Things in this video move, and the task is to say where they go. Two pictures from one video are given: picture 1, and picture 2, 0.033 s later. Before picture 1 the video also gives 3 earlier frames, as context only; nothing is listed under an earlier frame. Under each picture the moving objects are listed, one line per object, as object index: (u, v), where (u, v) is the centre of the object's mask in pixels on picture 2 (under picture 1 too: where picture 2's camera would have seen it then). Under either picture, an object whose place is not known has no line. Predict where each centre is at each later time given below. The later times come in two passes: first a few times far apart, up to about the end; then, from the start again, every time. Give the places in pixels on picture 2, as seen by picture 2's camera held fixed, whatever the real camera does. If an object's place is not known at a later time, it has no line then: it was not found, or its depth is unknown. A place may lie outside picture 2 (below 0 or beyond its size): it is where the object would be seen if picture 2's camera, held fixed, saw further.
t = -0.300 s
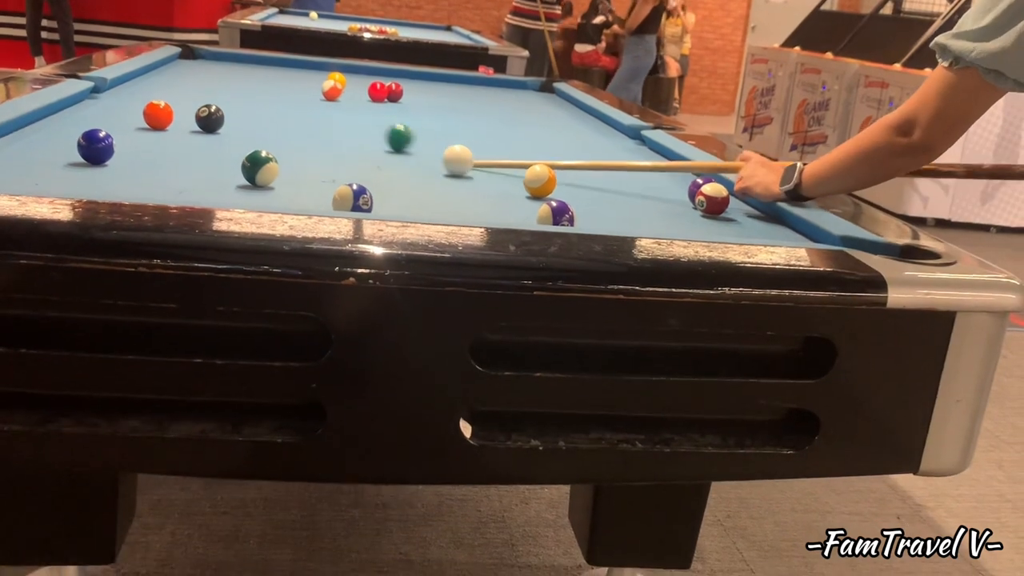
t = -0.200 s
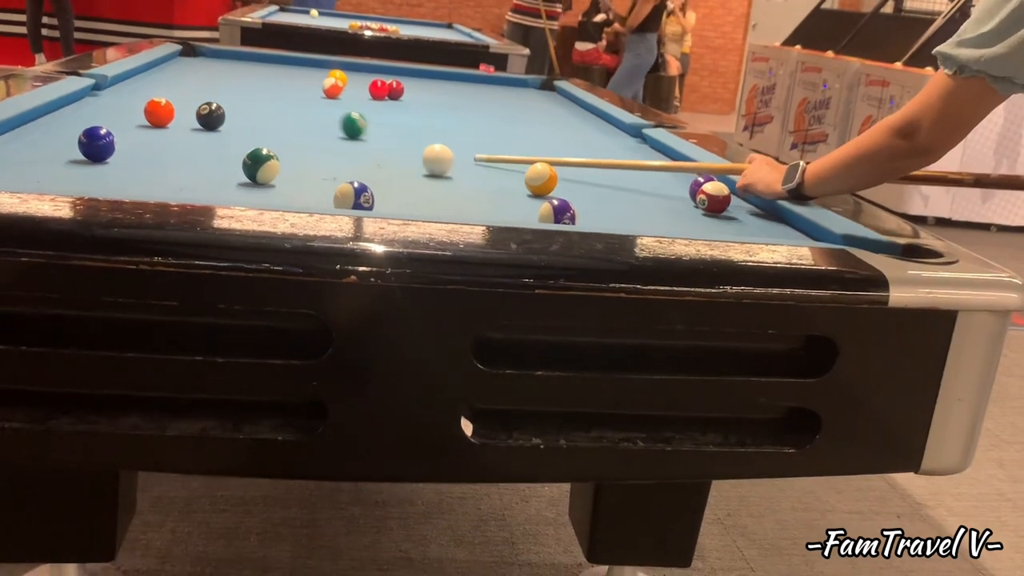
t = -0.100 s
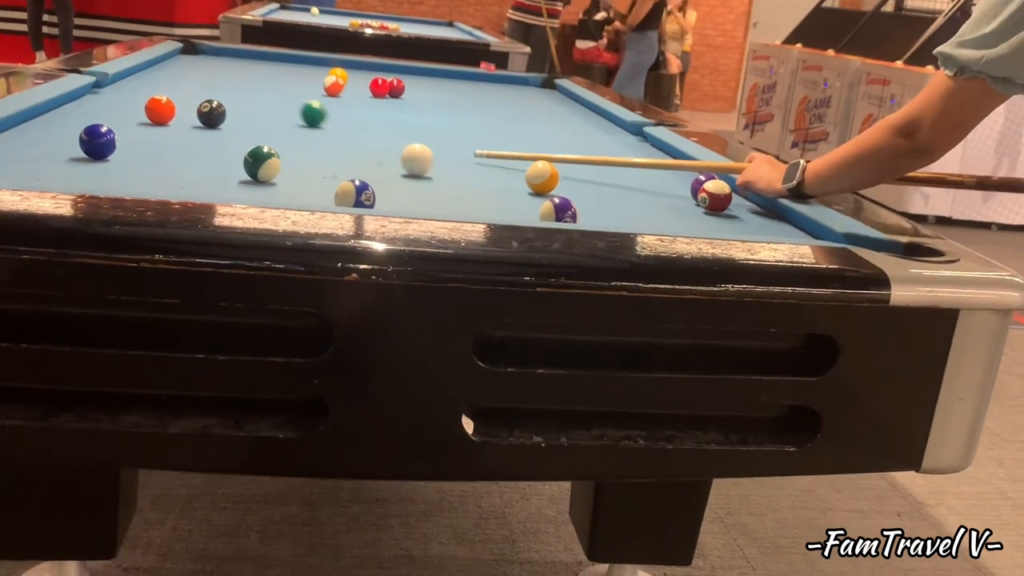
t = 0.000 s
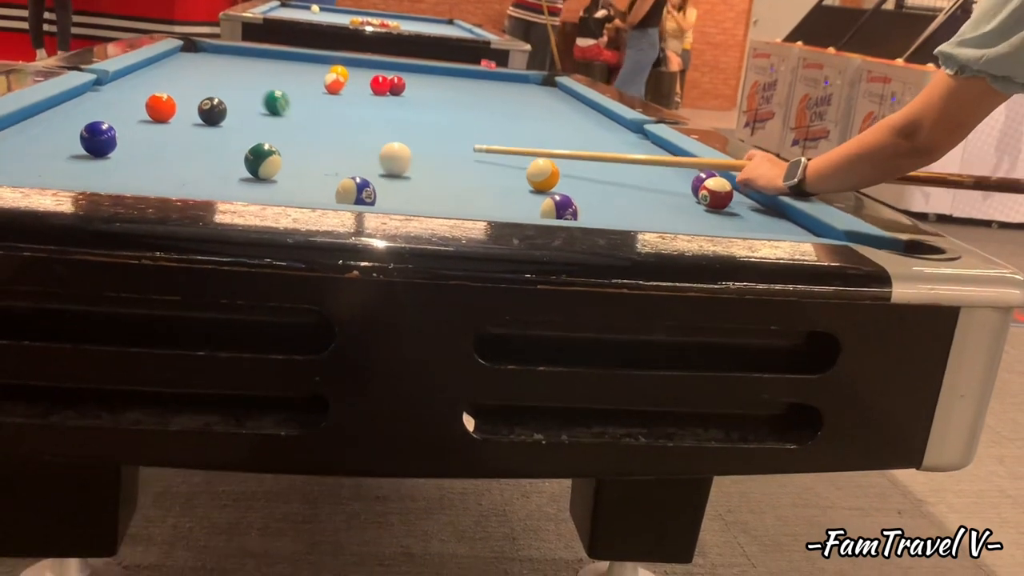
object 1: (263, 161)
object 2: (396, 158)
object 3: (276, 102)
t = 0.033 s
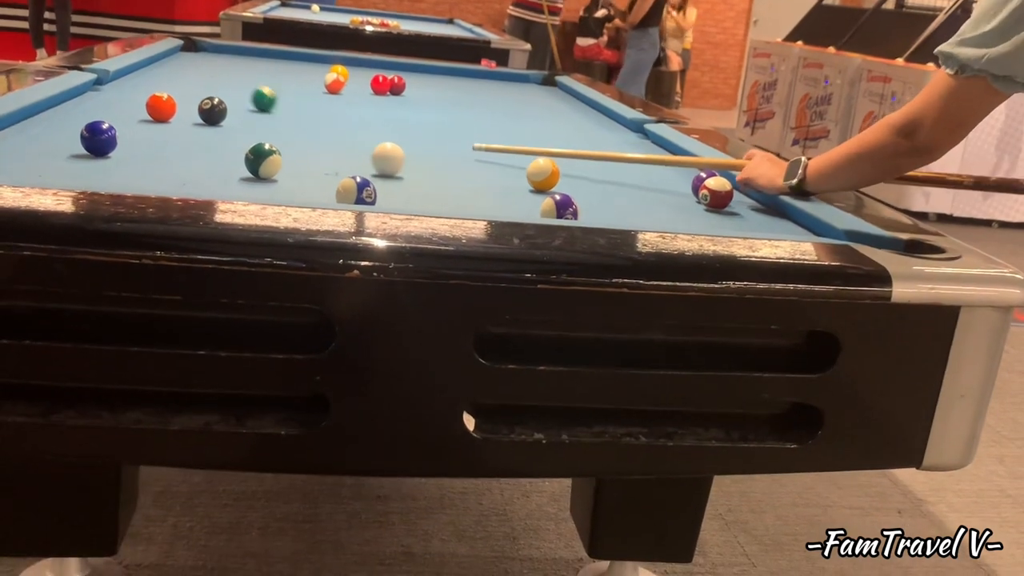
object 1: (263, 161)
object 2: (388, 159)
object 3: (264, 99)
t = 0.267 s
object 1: (263, 161)
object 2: (333, 162)
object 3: (187, 81)
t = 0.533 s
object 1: (248, 159)
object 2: (281, 170)
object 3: (156, 70)
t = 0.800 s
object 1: (222, 153)
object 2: (242, 177)
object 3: (209, 69)
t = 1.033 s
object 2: (208, 181)
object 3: (250, 69)
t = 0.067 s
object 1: (263, 161)
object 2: (380, 159)
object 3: (252, 97)
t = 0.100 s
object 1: (263, 161)
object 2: (373, 161)
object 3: (241, 94)
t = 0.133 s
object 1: (263, 161)
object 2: (365, 160)
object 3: (230, 91)
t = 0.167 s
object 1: (263, 161)
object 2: (357, 160)
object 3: (218, 87)
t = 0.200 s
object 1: (263, 161)
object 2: (349, 161)
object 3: (207, 86)
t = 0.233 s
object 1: (263, 161)
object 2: (341, 161)
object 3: (197, 84)
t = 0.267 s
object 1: (263, 161)
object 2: (333, 162)
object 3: (187, 81)
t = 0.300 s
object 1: (263, 161)
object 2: (324, 163)
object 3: (176, 79)
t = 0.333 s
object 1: (263, 161)
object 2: (316, 164)
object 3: (167, 77)
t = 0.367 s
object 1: (263, 161)
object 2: (308, 165)
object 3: (156, 75)
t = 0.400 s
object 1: (263, 161)
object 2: (300, 165)
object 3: (148, 72)
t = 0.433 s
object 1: (259, 161)
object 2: (295, 167)
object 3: (138, 70)
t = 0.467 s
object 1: (256, 160)
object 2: (291, 168)
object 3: (141, 70)
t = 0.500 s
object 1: (252, 160)
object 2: (286, 169)
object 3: (149, 70)
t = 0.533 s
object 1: (248, 159)
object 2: (281, 170)
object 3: (156, 70)
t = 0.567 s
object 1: (244, 158)
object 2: (276, 171)
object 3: (163, 70)
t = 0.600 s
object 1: (241, 158)
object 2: (271, 172)
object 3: (170, 70)
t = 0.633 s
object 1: (238, 157)
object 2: (267, 174)
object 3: (177, 69)
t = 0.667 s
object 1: (234, 156)
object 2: (262, 174)
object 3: (184, 69)
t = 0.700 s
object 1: (231, 156)
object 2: (257, 175)
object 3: (190, 70)
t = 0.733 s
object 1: (228, 155)
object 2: (252, 176)
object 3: (197, 69)
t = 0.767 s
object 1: (225, 154)
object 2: (247, 177)
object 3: (203, 69)
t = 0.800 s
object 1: (222, 153)
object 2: (242, 177)
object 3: (209, 69)
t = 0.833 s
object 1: (220, 152)
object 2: (237, 178)
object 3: (215, 69)
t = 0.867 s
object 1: (218, 152)
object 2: (231, 178)
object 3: (221, 69)
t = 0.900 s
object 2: (227, 179)
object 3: (228, 69)
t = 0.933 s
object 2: (222, 179)
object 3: (233, 69)
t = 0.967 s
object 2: (217, 180)
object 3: (239, 69)
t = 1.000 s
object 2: (212, 181)
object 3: (245, 70)
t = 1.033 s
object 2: (208, 181)
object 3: (250, 69)
